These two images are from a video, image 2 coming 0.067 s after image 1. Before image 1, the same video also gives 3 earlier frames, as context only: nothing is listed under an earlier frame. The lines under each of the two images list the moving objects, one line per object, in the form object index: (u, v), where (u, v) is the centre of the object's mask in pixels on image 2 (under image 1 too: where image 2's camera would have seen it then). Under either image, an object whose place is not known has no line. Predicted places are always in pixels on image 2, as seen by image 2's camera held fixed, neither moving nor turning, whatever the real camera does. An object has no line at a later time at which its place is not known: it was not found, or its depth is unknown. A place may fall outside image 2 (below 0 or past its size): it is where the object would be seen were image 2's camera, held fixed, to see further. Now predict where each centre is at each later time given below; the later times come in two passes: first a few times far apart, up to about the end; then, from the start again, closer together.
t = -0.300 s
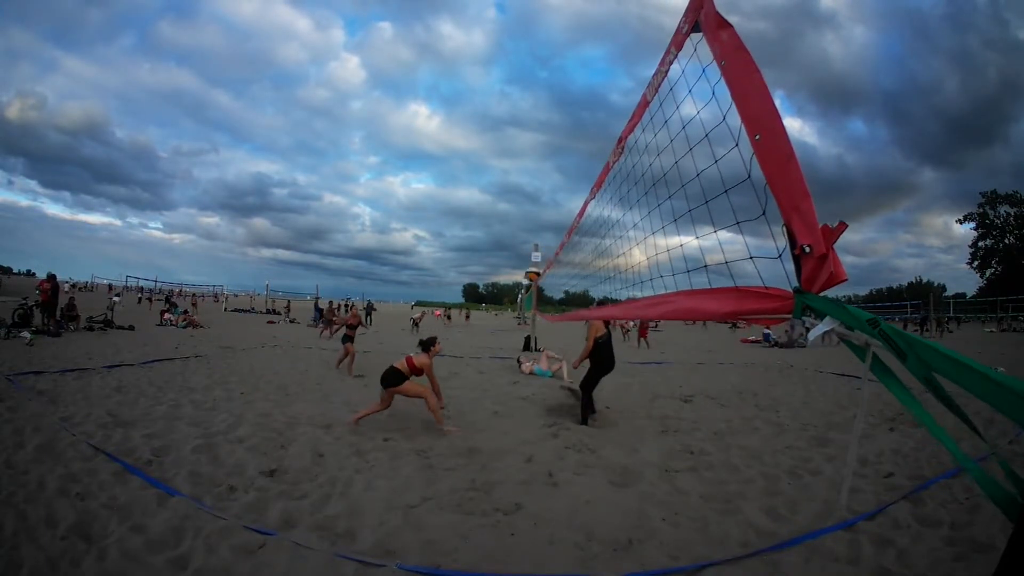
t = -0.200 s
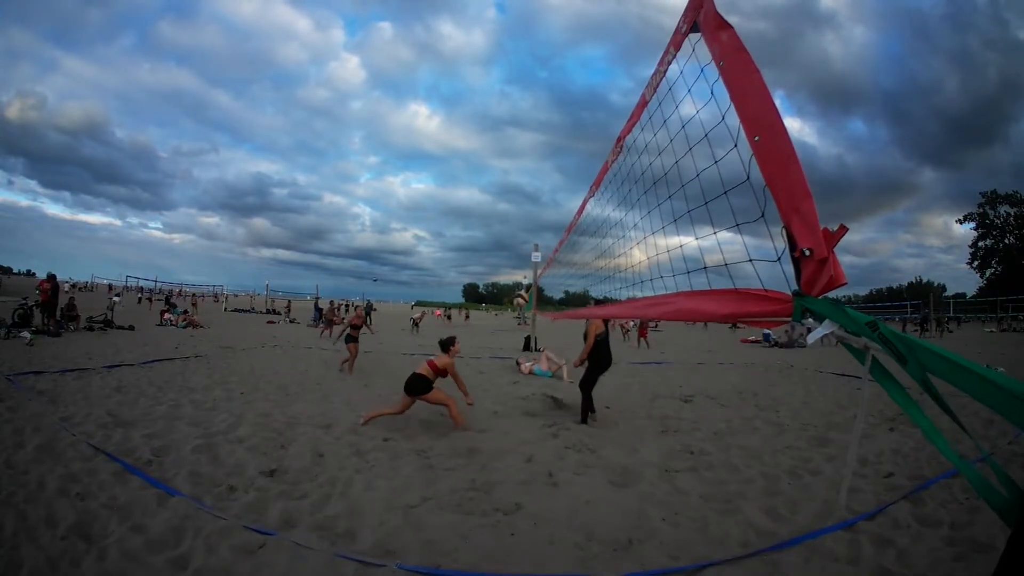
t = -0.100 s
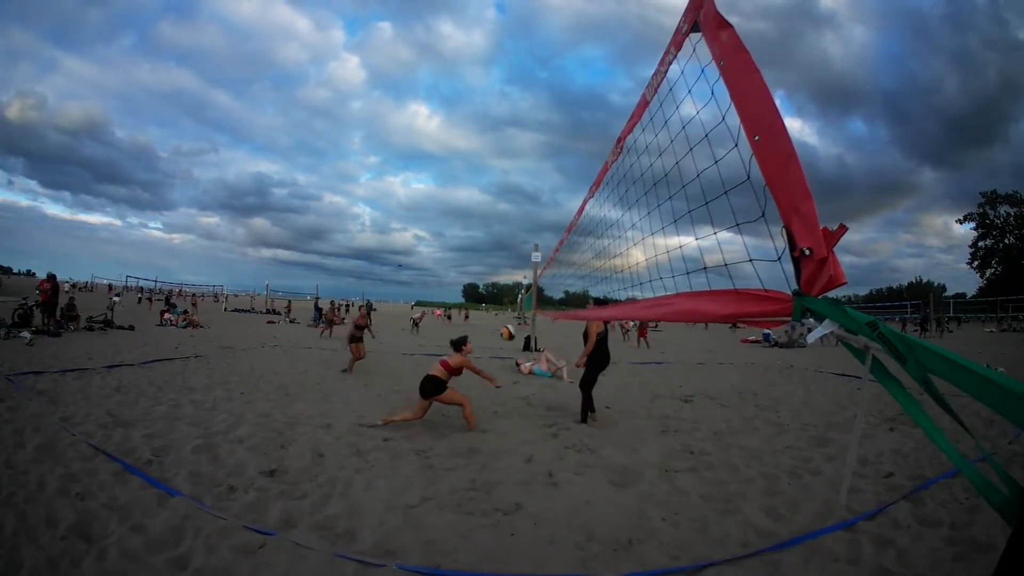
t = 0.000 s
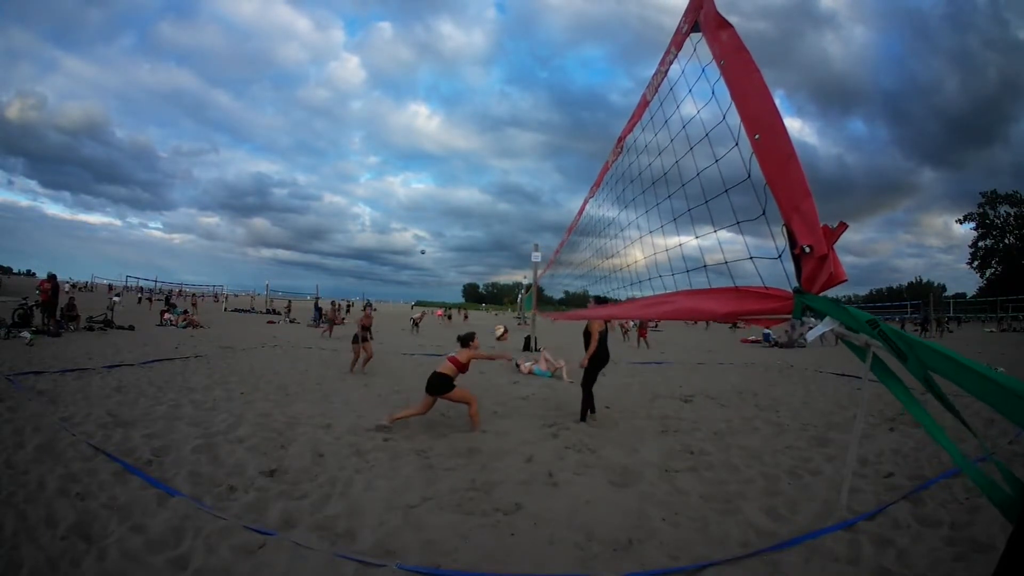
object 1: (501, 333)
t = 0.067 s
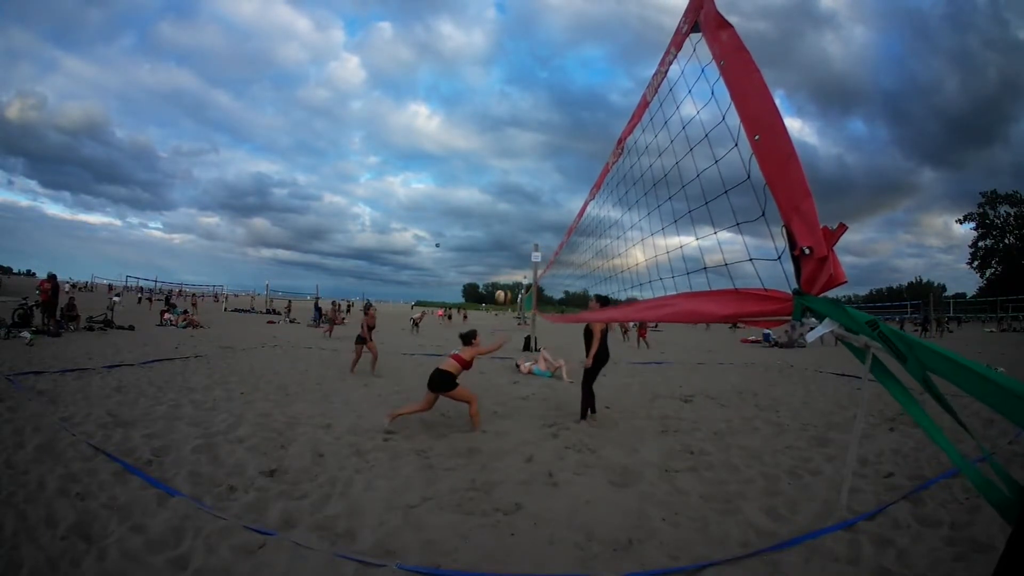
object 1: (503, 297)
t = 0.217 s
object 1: (505, 233)
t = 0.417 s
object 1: (507, 185)
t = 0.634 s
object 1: (508, 166)
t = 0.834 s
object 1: (508, 170)
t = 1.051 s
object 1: (507, 193)
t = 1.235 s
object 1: (505, 225)
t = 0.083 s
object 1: (503, 289)
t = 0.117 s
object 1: (504, 272)
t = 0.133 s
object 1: (504, 265)
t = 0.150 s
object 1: (504, 258)
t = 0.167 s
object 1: (505, 251)
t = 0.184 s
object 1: (505, 245)
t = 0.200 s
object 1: (505, 239)
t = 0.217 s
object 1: (505, 233)
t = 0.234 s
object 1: (505, 228)
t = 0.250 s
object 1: (506, 223)
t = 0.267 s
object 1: (506, 218)
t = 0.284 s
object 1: (506, 213)
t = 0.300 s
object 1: (506, 209)
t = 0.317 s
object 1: (507, 205)
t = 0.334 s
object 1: (507, 201)
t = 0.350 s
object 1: (506, 197)
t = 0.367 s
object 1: (506, 194)
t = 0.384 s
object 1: (506, 191)
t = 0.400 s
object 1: (507, 188)
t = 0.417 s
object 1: (507, 185)
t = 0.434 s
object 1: (507, 183)
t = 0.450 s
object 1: (507, 180)
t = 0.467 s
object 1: (507, 178)
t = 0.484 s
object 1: (507, 176)
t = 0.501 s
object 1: (507, 175)
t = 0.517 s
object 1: (508, 173)
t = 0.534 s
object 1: (508, 172)
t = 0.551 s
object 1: (508, 170)
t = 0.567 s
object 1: (508, 169)
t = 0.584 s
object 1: (508, 168)
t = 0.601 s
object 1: (508, 167)
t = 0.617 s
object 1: (508, 166)
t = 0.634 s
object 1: (508, 166)
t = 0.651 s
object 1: (508, 165)
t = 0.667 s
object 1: (508, 165)
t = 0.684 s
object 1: (508, 165)
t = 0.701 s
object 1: (508, 165)
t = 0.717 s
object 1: (508, 165)
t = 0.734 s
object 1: (508, 165)
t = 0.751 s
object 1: (508, 166)
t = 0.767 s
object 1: (508, 166)
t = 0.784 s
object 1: (508, 167)
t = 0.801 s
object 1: (508, 168)
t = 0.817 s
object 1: (508, 169)
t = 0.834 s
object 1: (508, 170)
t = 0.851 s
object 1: (508, 171)
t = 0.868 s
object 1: (508, 172)
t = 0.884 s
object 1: (508, 173)
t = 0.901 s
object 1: (507, 175)
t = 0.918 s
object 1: (507, 176)
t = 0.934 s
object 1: (507, 178)
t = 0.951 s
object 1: (507, 180)
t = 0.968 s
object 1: (507, 182)
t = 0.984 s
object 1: (507, 184)
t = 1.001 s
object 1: (507, 186)
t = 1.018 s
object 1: (507, 188)
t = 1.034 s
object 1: (507, 190)
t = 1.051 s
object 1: (507, 193)
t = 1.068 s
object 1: (507, 195)
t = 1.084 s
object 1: (506, 198)
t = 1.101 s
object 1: (506, 200)
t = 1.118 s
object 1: (507, 203)
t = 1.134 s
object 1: (507, 206)
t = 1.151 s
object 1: (506, 210)
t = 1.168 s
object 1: (506, 212)
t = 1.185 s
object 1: (506, 215)
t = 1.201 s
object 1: (505, 219)
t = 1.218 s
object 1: (505, 222)
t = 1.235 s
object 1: (505, 225)
